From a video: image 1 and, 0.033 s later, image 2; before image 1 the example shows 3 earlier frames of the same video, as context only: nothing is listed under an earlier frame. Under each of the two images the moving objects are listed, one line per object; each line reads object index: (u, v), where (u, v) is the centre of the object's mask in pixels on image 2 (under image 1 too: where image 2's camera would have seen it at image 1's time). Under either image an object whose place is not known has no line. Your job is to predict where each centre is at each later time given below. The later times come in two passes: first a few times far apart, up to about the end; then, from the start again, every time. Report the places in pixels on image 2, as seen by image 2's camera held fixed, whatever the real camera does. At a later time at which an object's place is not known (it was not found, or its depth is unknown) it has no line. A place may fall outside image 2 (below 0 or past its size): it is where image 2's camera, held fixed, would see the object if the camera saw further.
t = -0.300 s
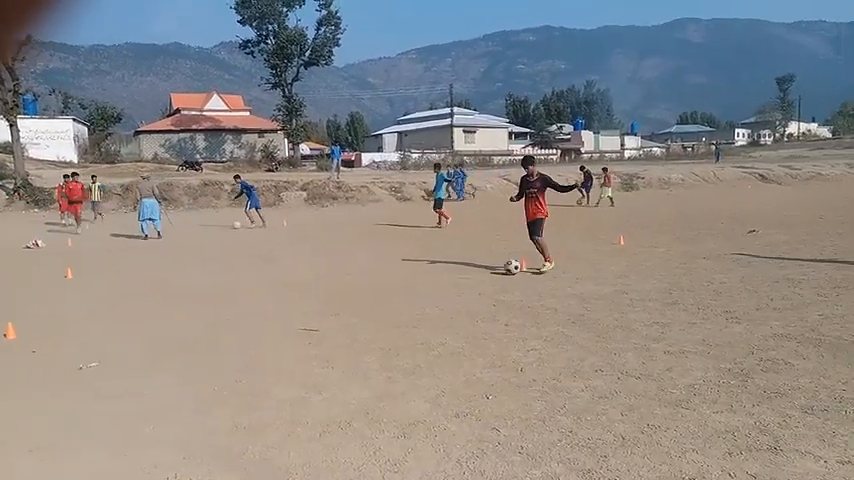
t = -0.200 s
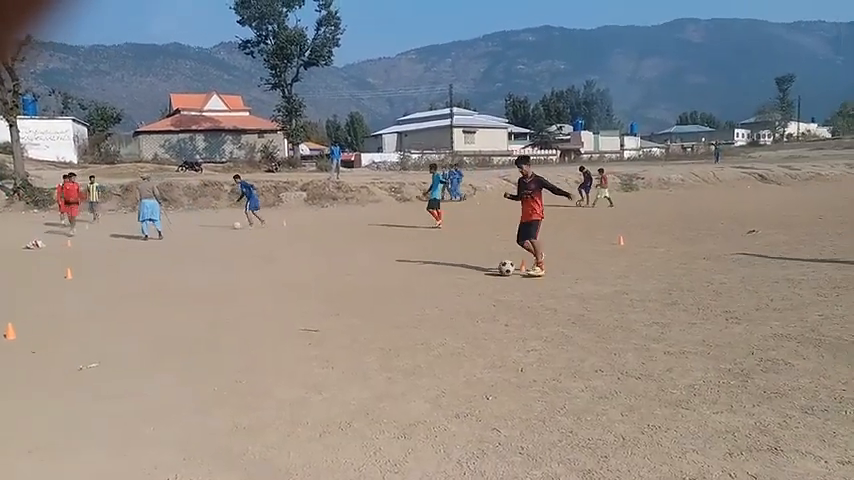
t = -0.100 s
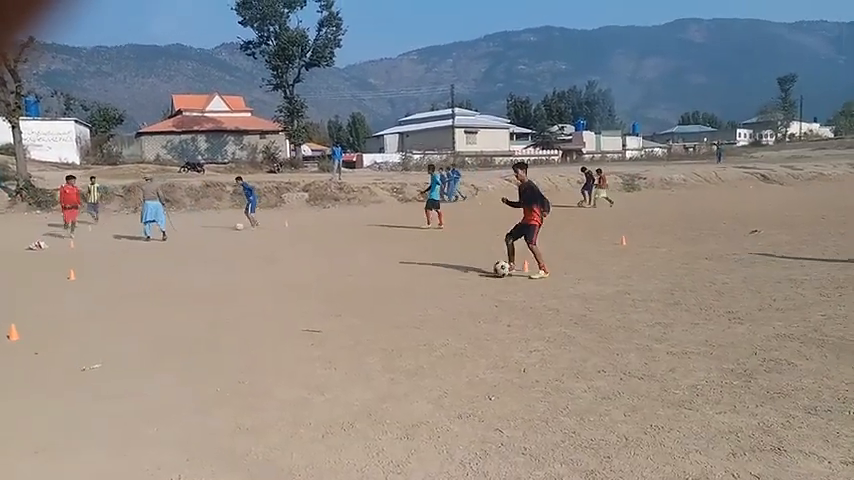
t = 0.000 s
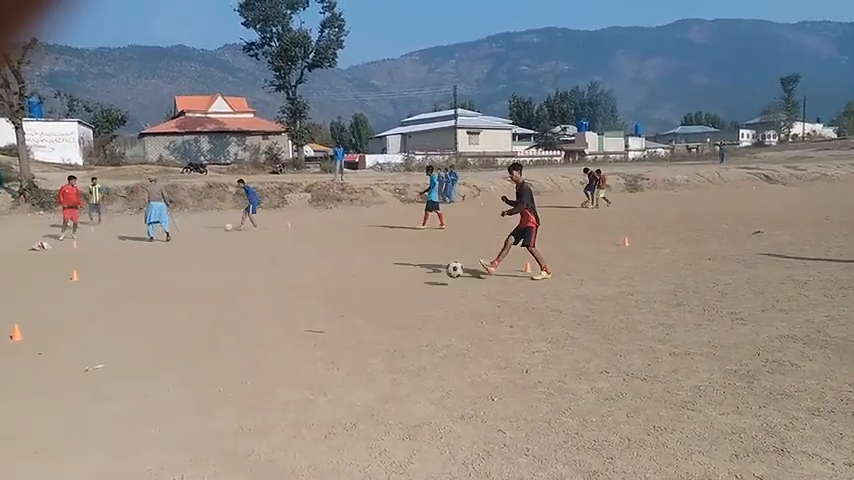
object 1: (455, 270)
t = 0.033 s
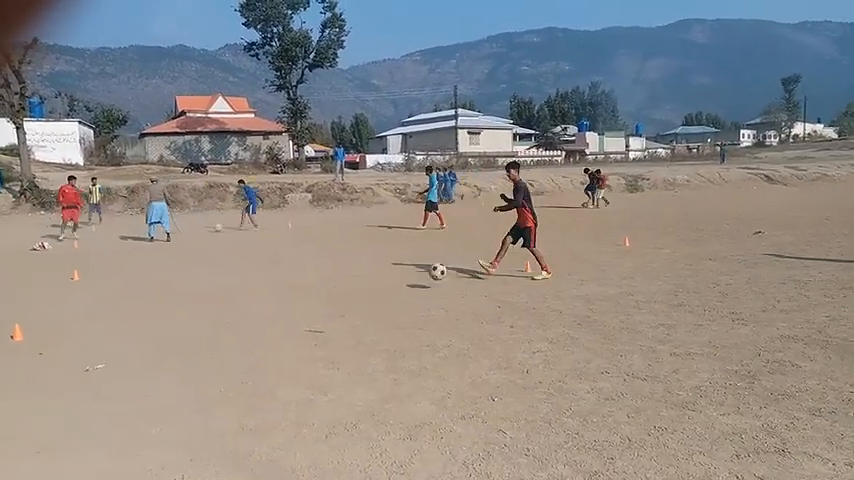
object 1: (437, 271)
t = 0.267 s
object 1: (301, 298)
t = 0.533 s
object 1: (129, 330)
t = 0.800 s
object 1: (-39, 351)
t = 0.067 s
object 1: (419, 274)
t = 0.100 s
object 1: (400, 277)
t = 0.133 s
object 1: (380, 282)
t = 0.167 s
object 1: (361, 289)
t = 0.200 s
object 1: (339, 295)
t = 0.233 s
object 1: (319, 299)
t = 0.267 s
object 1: (301, 298)
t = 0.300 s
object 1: (282, 298)
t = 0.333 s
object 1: (263, 298)
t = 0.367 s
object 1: (242, 301)
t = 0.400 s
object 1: (222, 304)
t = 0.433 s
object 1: (199, 308)
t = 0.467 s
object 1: (177, 314)
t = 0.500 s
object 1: (153, 321)
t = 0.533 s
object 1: (129, 330)
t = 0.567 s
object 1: (105, 339)
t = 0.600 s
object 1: (87, 337)
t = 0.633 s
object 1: (67, 337)
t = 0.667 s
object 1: (47, 337)
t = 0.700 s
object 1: (27, 338)
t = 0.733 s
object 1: (6, 342)
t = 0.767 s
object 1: (-17, 346)
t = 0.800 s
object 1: (-39, 351)
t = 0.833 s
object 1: (-61, 359)
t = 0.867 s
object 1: (-75, 368)
